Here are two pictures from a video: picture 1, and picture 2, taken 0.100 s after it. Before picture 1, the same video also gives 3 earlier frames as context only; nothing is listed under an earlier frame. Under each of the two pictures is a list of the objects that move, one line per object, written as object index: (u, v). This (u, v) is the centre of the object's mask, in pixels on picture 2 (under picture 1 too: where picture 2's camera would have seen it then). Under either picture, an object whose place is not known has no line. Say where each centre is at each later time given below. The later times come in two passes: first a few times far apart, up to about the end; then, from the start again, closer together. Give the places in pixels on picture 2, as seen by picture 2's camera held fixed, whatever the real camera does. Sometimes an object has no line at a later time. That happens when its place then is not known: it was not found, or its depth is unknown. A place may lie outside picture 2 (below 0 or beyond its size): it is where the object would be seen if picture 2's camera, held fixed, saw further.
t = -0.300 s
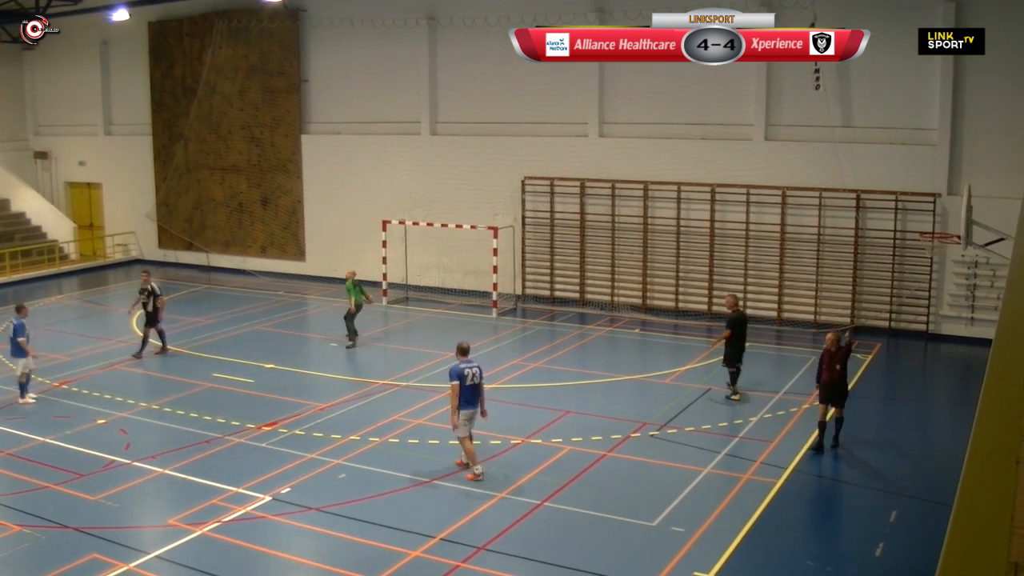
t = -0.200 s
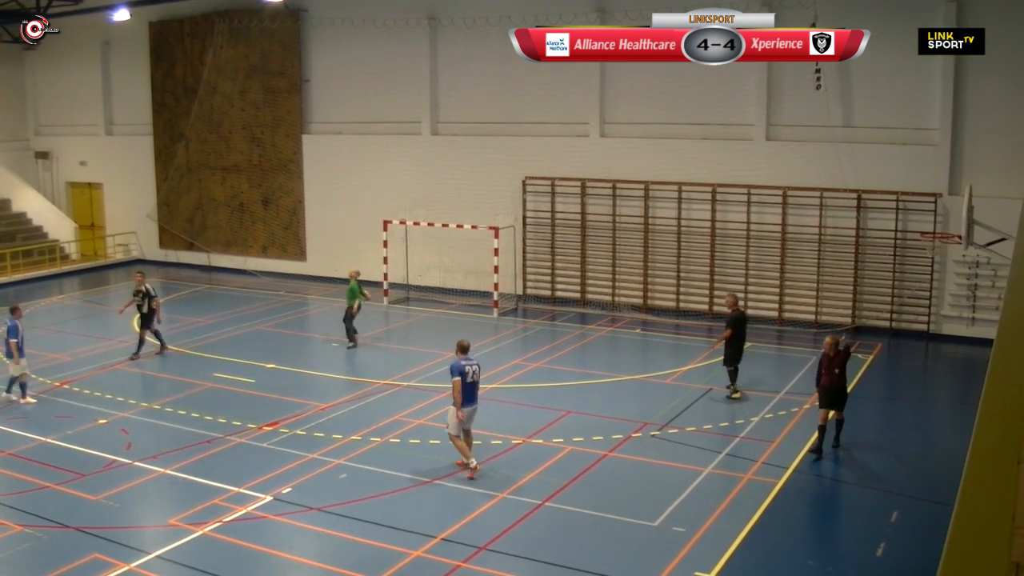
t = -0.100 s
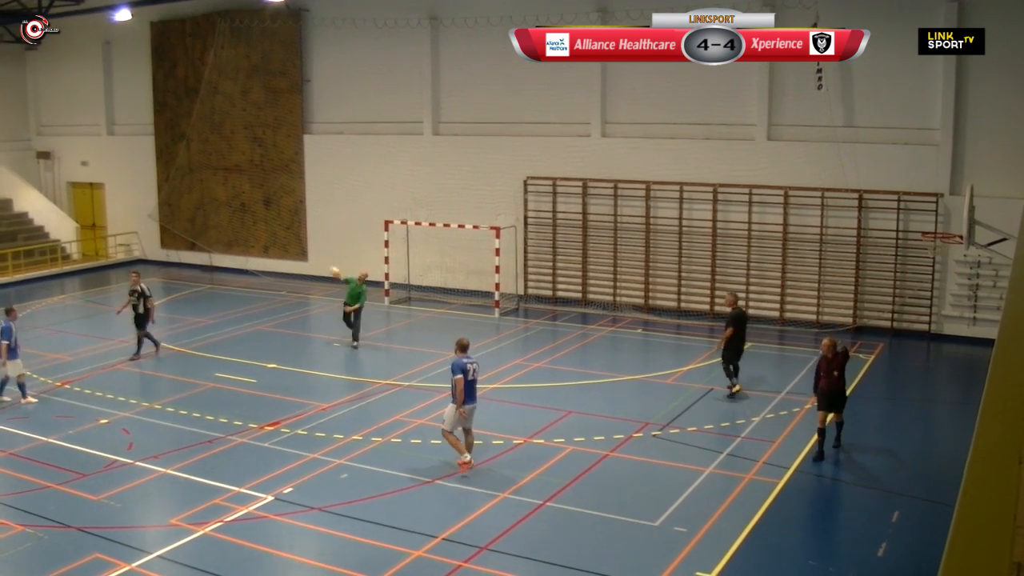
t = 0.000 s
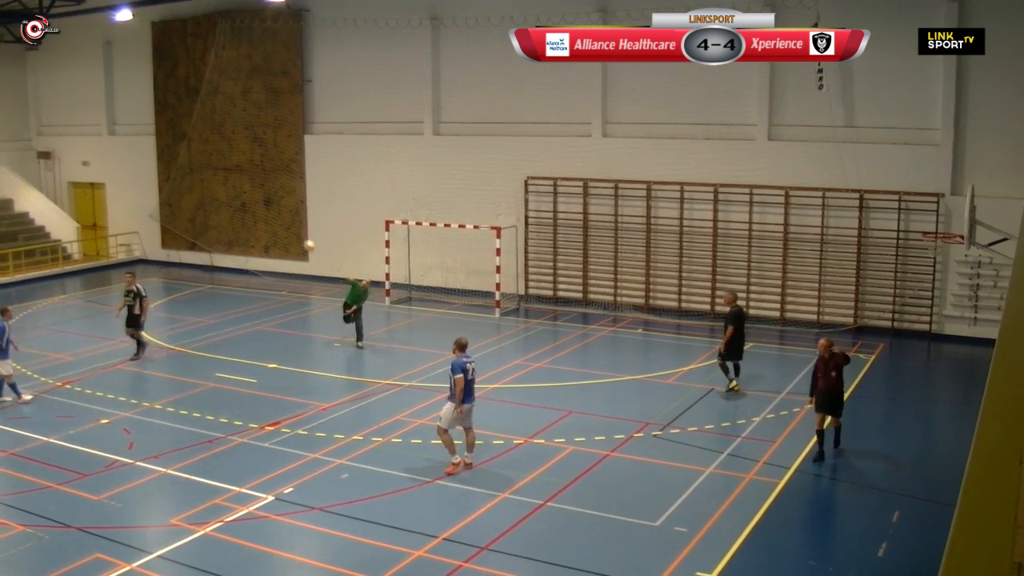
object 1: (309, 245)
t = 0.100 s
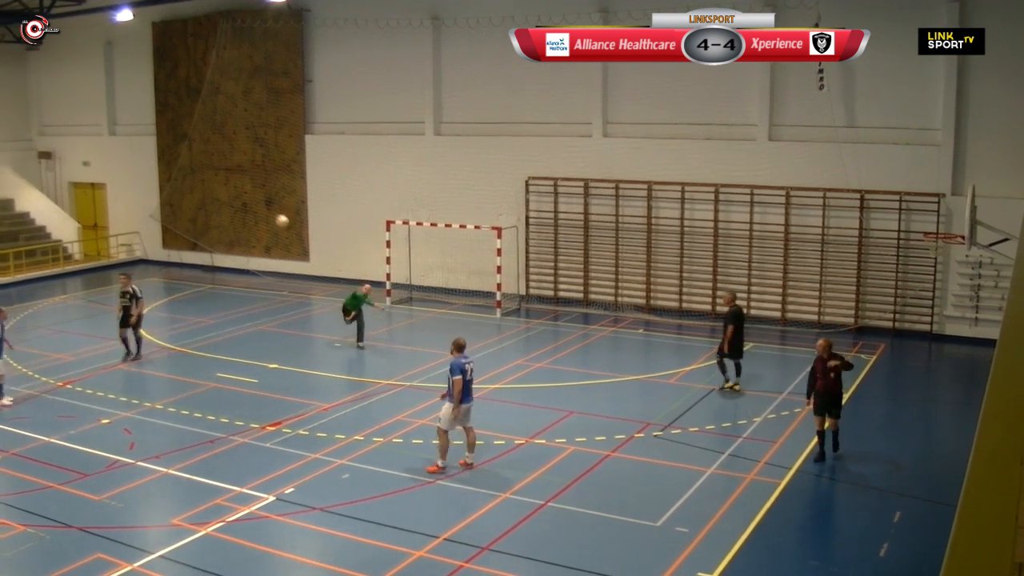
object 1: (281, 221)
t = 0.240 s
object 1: (233, 187)
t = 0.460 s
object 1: (127, 137)
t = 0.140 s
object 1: (268, 211)
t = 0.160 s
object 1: (262, 205)
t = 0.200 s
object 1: (248, 196)
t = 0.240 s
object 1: (233, 187)
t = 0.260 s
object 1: (225, 182)
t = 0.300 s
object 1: (209, 172)
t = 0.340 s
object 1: (191, 163)
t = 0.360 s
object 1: (182, 158)
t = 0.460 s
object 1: (127, 137)
